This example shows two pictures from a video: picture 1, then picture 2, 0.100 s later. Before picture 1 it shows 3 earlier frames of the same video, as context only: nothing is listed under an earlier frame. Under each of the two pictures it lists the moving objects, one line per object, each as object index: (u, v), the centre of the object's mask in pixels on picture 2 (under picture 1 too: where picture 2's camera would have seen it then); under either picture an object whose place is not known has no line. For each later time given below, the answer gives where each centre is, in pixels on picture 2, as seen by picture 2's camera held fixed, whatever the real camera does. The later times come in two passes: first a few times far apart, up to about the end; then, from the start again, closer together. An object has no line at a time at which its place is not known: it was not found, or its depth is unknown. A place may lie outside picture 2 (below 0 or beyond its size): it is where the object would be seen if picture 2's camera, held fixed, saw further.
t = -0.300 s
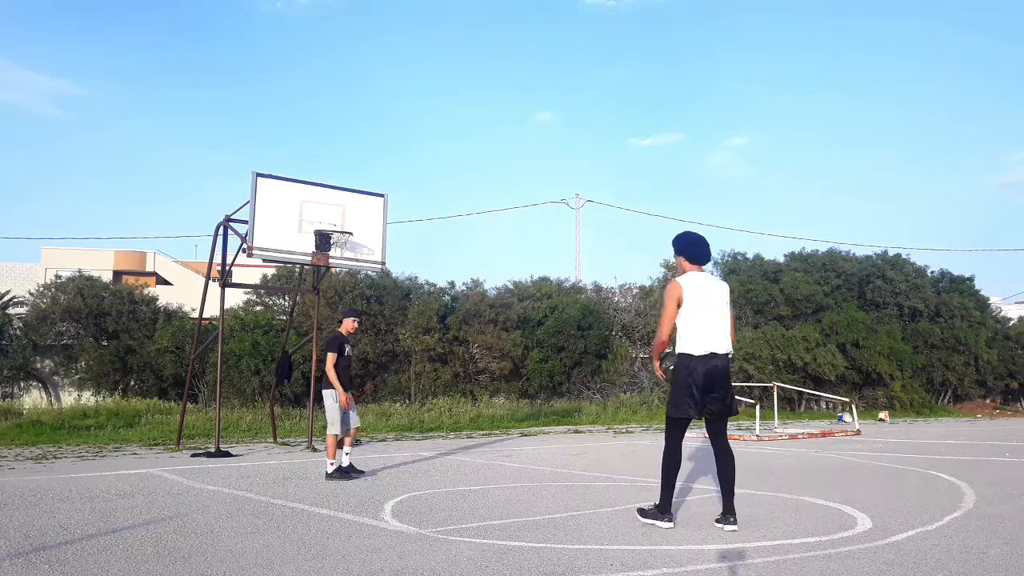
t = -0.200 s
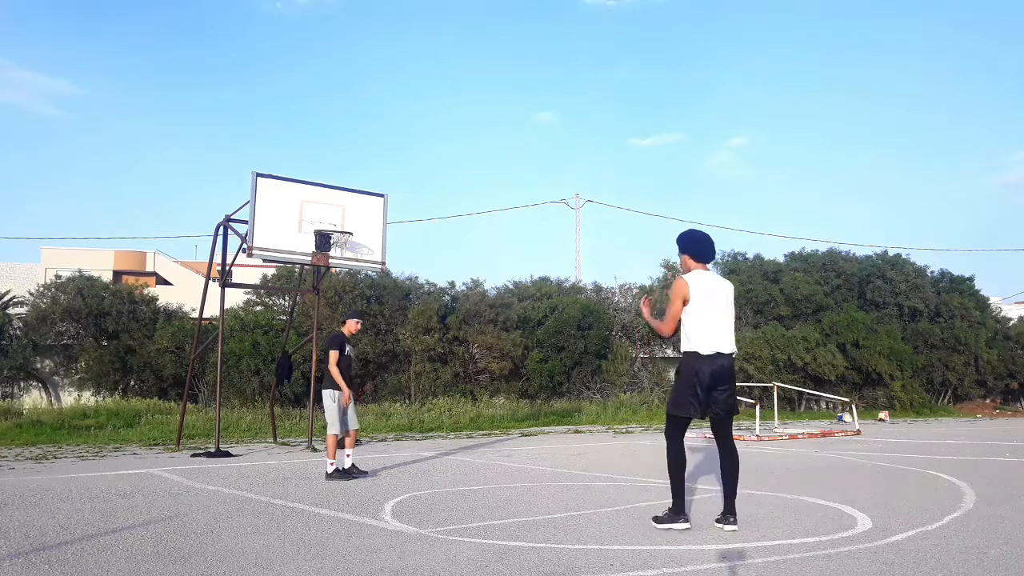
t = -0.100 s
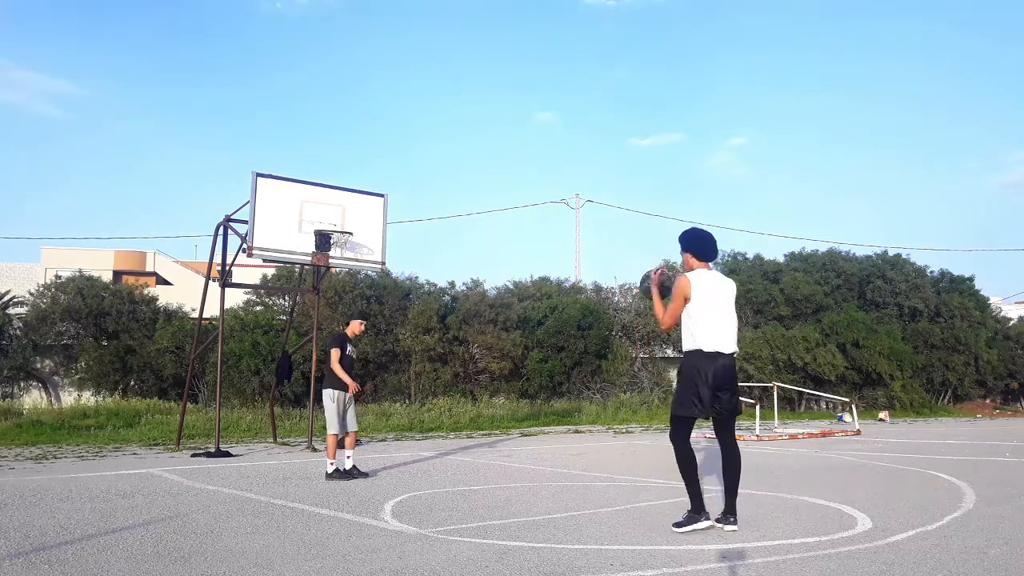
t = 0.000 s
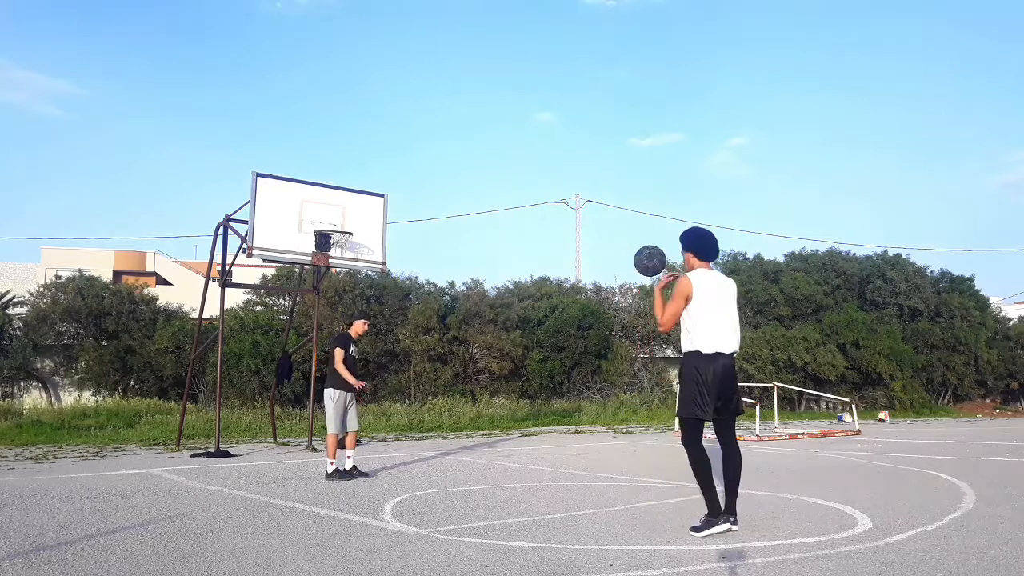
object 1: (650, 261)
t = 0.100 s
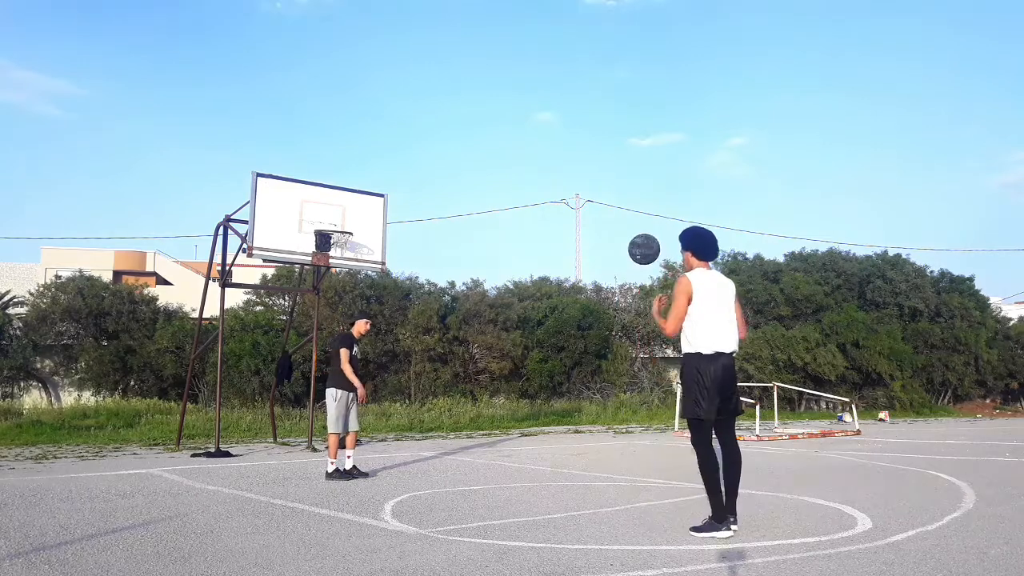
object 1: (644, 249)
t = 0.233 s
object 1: (637, 253)
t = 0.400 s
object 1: (629, 289)
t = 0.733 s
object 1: (617, 462)
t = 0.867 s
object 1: (625, 440)
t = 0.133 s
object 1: (642, 248)
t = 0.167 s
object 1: (640, 249)
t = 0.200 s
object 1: (638, 250)
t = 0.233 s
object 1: (637, 253)
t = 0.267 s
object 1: (635, 258)
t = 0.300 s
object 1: (634, 263)
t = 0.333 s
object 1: (632, 271)
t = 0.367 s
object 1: (630, 280)
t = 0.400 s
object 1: (629, 289)
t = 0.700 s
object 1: (618, 439)
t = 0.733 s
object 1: (617, 462)
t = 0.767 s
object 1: (616, 487)
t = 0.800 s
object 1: (619, 478)
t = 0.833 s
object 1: (622, 458)
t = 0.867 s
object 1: (625, 440)
